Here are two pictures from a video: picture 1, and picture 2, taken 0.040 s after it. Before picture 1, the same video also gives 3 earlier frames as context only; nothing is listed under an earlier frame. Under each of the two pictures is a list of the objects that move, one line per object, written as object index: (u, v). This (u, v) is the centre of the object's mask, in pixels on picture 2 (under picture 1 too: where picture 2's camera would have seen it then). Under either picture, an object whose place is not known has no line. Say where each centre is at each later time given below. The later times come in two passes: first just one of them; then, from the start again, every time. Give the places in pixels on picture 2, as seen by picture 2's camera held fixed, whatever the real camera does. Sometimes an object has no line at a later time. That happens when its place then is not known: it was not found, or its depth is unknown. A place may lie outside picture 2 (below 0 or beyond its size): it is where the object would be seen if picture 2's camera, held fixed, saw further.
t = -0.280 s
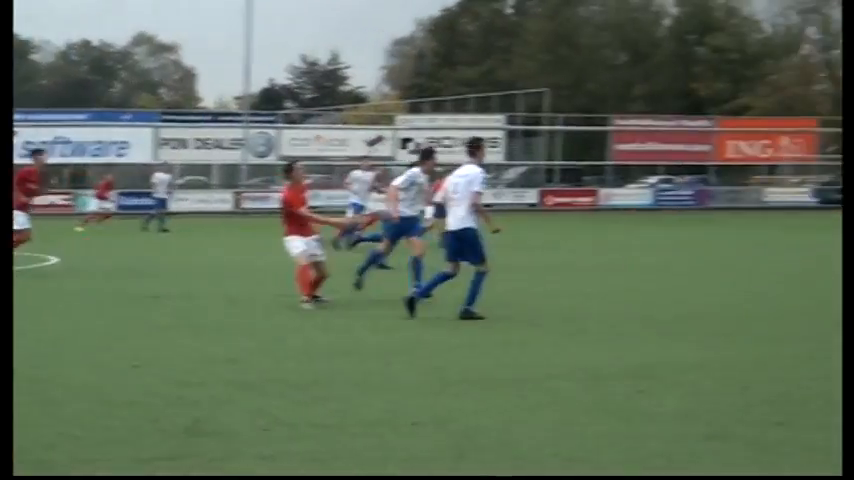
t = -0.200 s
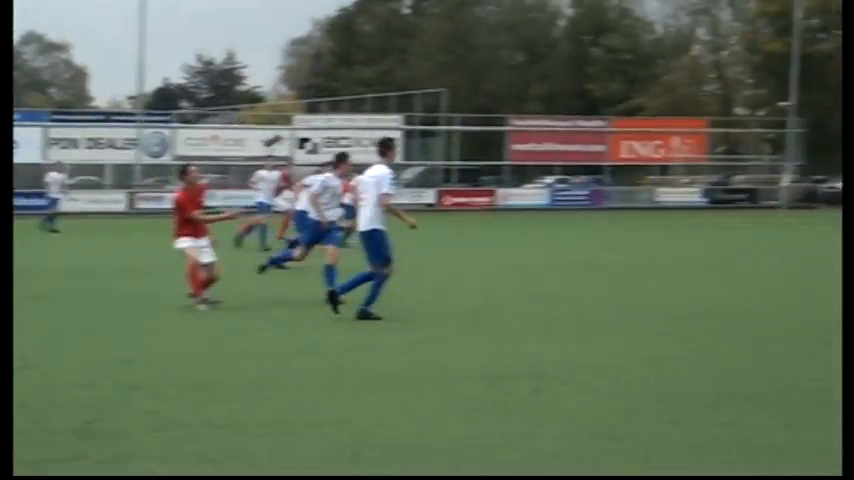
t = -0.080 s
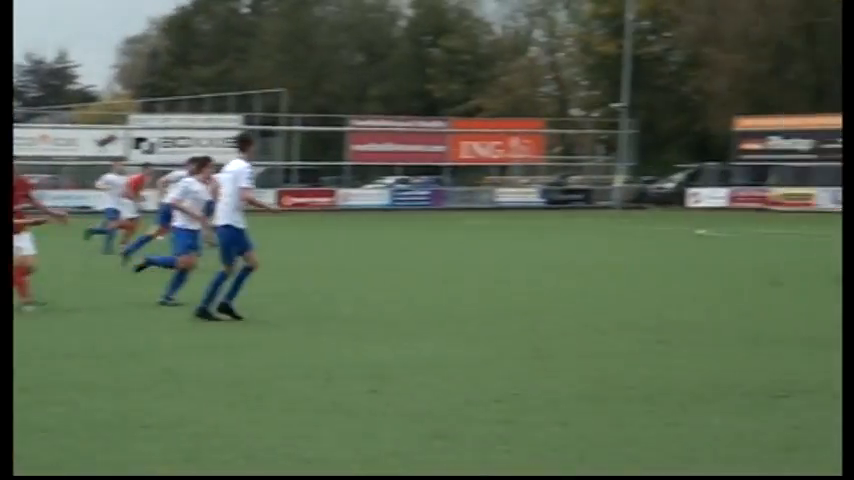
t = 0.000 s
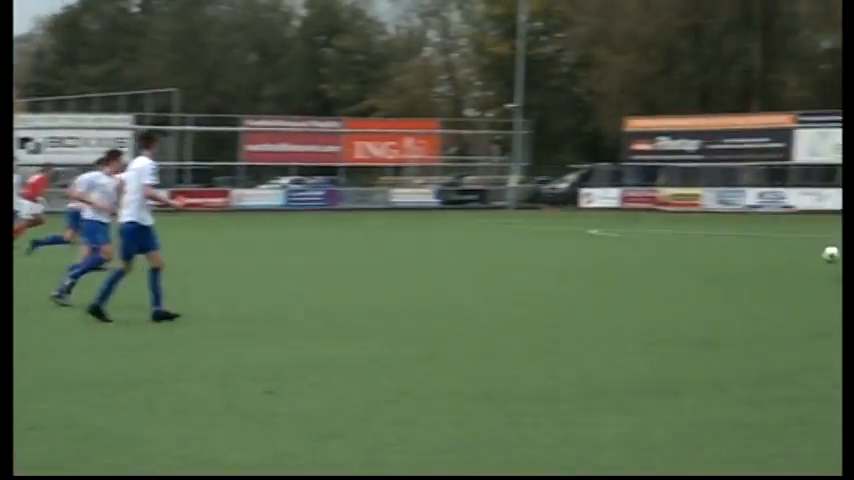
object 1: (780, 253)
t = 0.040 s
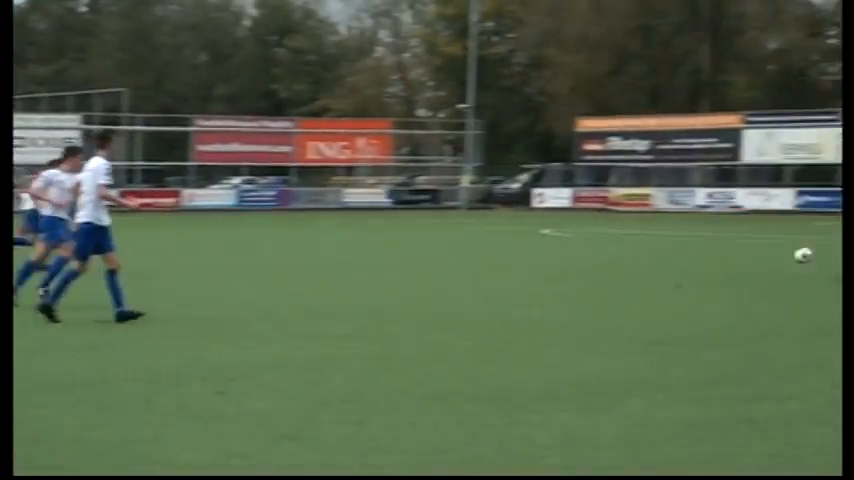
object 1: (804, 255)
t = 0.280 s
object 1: (928, 262)
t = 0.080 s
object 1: (828, 258)
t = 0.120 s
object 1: (851, 262)
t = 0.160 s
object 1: (874, 268)
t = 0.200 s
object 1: (893, 270)
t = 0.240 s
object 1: (911, 265)
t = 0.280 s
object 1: (928, 262)
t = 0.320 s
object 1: (946, 260)
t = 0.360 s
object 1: (963, 260)
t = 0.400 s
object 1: (980, 261)
